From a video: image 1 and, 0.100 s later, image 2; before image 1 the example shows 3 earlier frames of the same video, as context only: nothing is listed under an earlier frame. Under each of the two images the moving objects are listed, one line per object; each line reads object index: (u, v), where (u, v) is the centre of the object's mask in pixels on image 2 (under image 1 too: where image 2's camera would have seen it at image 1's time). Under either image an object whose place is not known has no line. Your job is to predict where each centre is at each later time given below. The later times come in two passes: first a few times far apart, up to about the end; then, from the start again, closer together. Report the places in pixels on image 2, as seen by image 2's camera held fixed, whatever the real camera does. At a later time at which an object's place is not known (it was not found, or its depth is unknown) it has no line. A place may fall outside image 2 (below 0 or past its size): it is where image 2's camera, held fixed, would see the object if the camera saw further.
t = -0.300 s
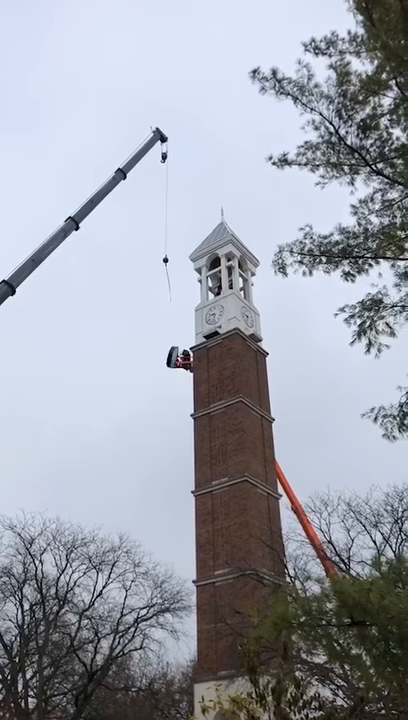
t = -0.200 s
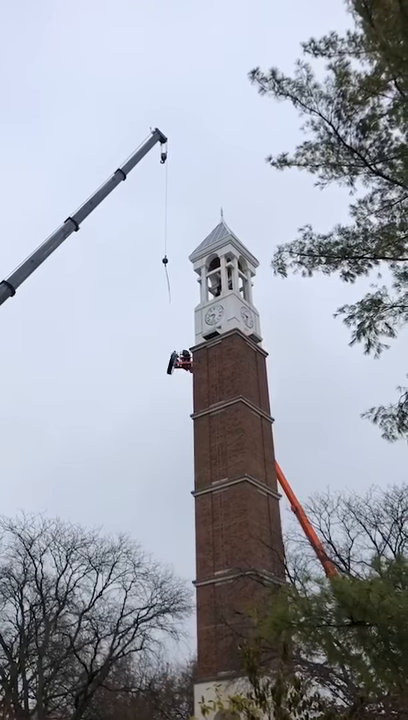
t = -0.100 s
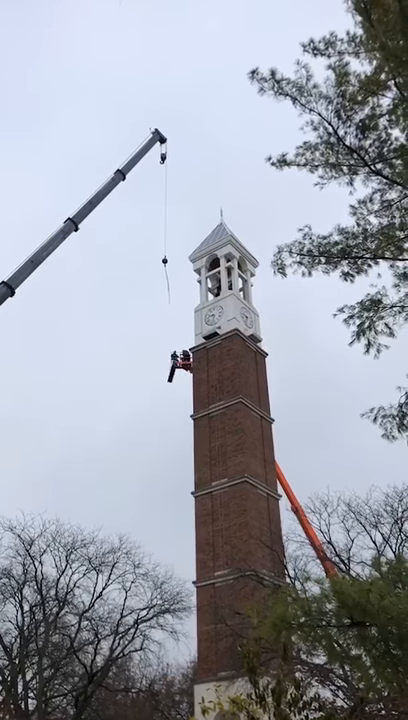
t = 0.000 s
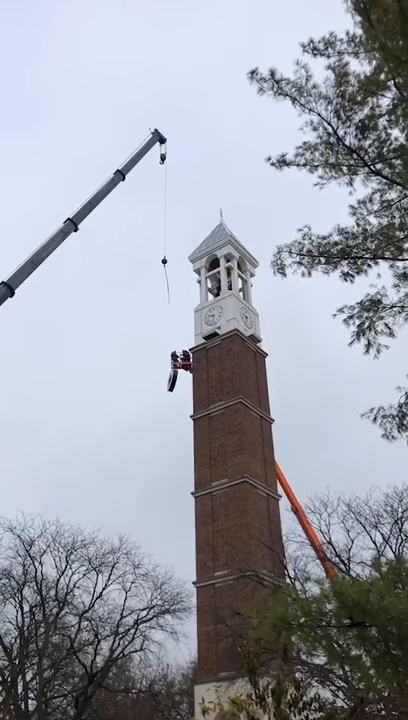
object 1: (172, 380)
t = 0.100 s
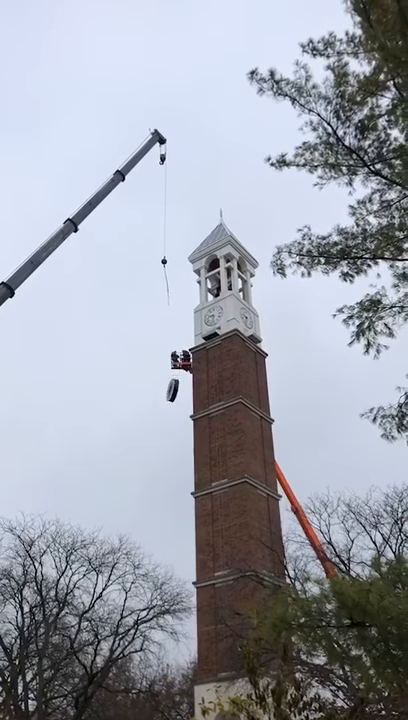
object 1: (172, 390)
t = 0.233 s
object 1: (173, 405)
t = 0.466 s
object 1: (176, 437)
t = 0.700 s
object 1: (182, 477)
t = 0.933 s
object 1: (178, 507)
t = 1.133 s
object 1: (170, 536)
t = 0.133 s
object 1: (173, 393)
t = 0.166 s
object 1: (173, 397)
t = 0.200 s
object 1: (173, 401)
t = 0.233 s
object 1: (173, 405)
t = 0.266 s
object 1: (173, 409)
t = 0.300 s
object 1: (174, 413)
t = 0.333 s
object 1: (174, 417)
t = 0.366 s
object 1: (174, 422)
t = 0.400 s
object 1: (175, 427)
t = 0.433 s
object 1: (175, 432)
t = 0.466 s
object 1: (176, 437)
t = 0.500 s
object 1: (176, 442)
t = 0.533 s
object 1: (177, 448)
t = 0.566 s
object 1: (178, 453)
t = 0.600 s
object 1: (179, 459)
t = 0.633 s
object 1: (180, 465)
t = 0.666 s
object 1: (180, 471)
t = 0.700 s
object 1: (182, 477)
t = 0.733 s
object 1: (183, 483)
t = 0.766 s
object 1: (183, 488)
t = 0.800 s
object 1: (182, 491)
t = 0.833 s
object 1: (180, 495)
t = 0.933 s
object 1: (178, 507)
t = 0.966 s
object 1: (176, 511)
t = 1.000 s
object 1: (175, 516)
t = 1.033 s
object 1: (173, 521)
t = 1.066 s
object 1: (172, 526)
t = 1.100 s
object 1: (171, 531)
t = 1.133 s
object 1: (170, 536)
